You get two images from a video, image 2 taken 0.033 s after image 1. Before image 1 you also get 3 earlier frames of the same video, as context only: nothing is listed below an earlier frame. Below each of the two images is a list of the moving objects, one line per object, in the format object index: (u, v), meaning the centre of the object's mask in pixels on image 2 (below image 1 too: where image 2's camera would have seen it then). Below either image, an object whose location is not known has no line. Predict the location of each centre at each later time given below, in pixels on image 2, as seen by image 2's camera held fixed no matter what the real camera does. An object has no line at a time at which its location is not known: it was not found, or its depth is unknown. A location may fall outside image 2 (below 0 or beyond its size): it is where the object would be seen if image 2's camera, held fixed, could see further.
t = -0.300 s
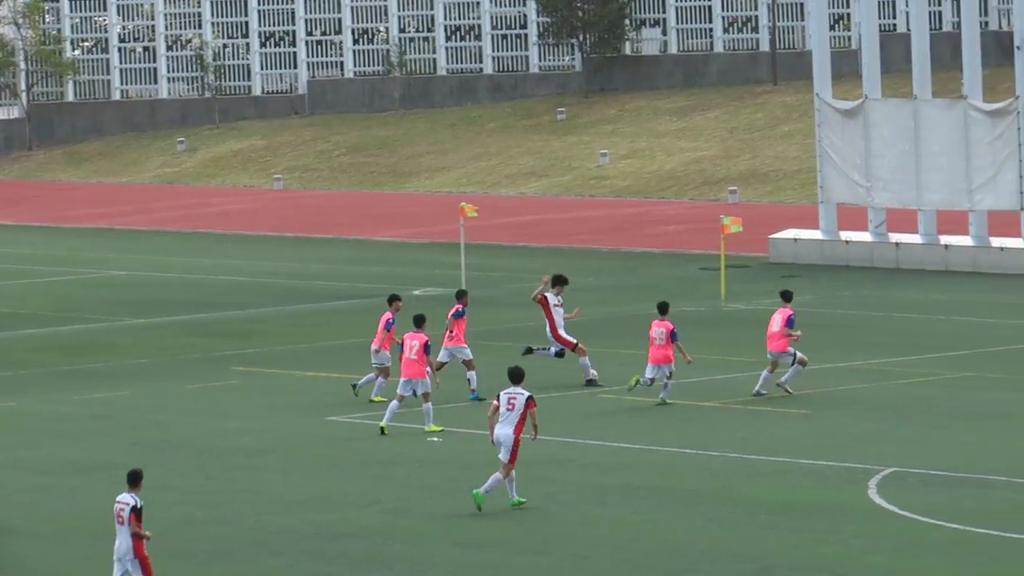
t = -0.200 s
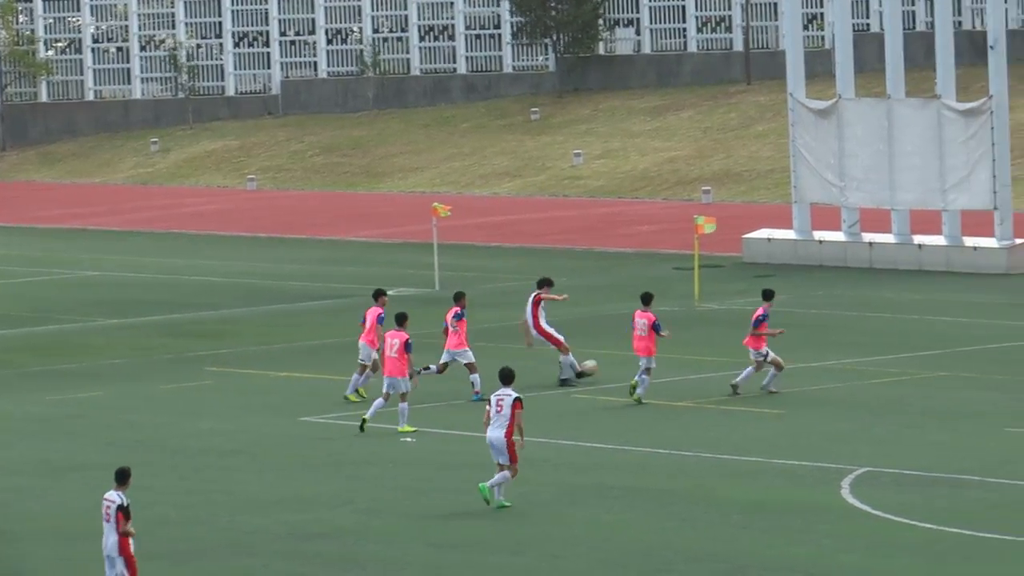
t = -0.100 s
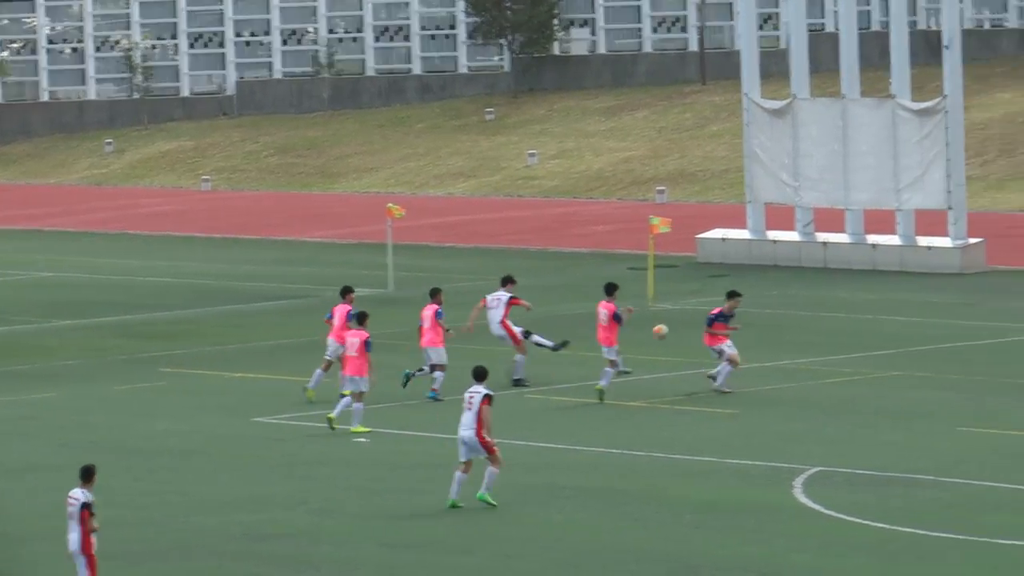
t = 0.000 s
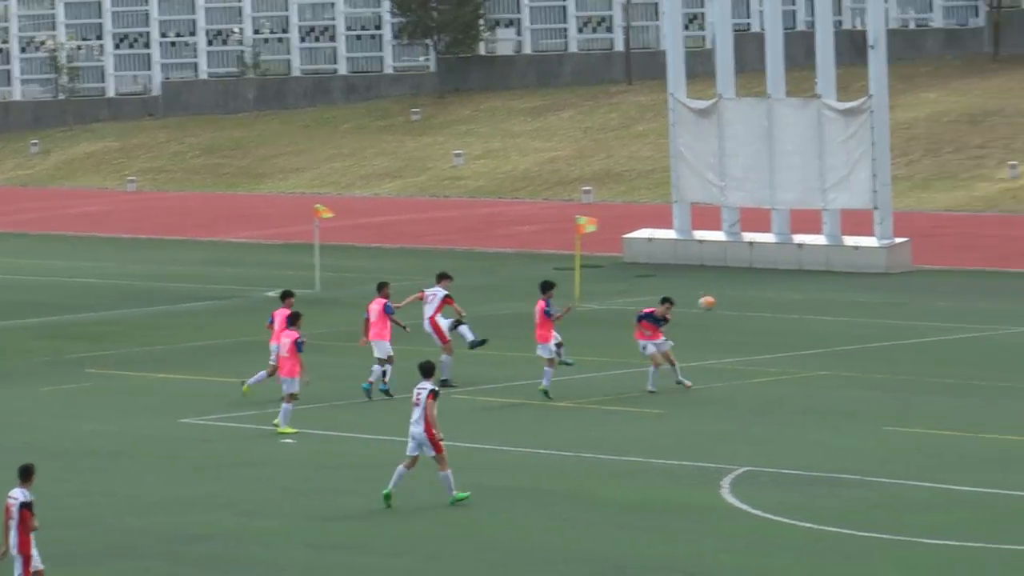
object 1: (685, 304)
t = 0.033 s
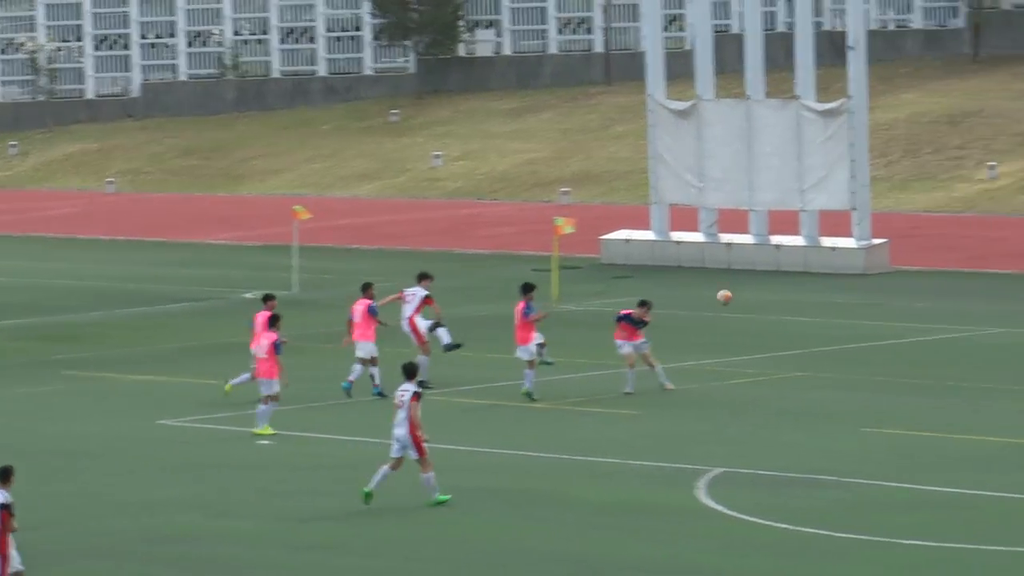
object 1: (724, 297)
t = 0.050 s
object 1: (742, 293)
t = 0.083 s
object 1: (783, 287)
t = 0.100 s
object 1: (806, 284)
